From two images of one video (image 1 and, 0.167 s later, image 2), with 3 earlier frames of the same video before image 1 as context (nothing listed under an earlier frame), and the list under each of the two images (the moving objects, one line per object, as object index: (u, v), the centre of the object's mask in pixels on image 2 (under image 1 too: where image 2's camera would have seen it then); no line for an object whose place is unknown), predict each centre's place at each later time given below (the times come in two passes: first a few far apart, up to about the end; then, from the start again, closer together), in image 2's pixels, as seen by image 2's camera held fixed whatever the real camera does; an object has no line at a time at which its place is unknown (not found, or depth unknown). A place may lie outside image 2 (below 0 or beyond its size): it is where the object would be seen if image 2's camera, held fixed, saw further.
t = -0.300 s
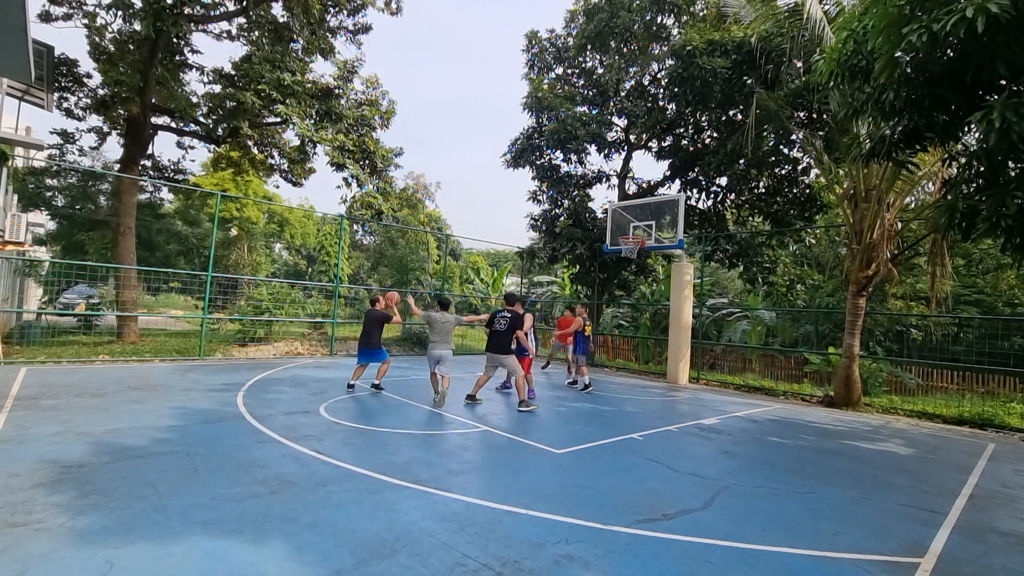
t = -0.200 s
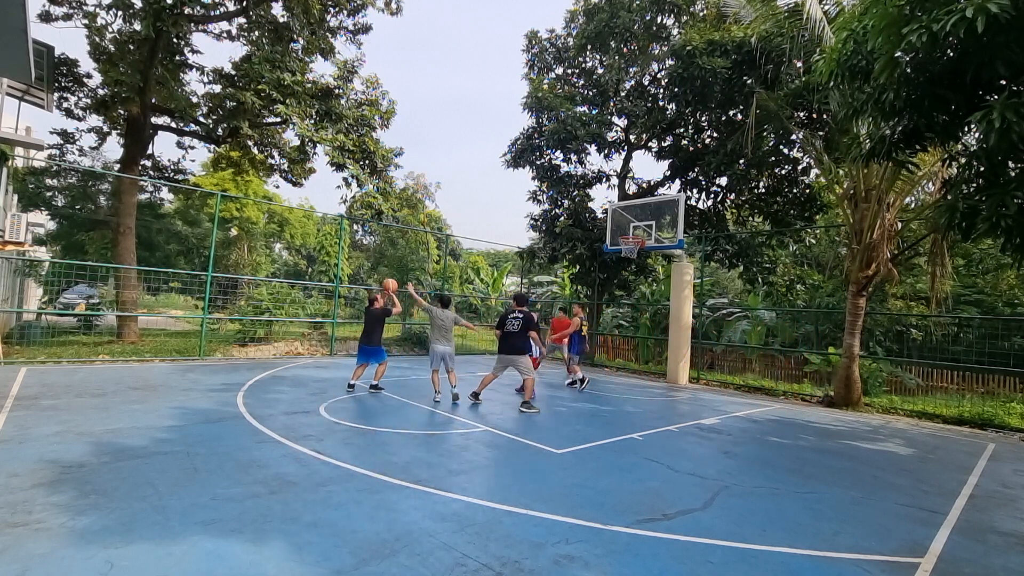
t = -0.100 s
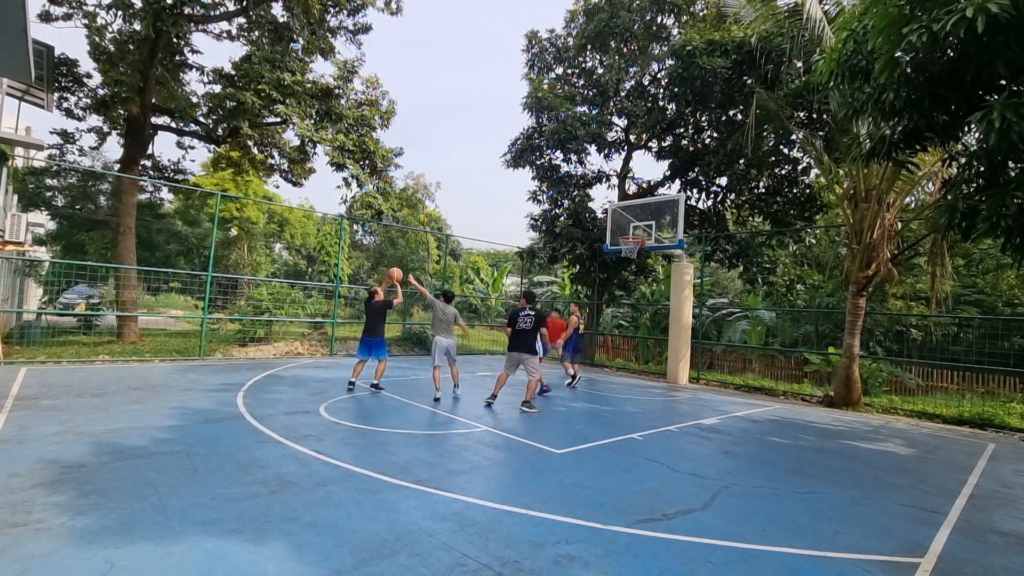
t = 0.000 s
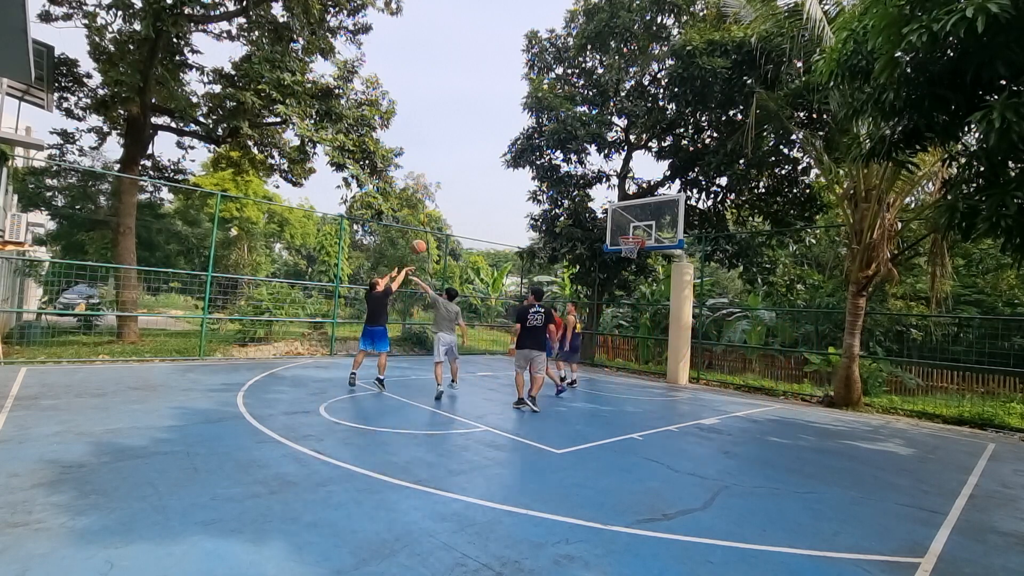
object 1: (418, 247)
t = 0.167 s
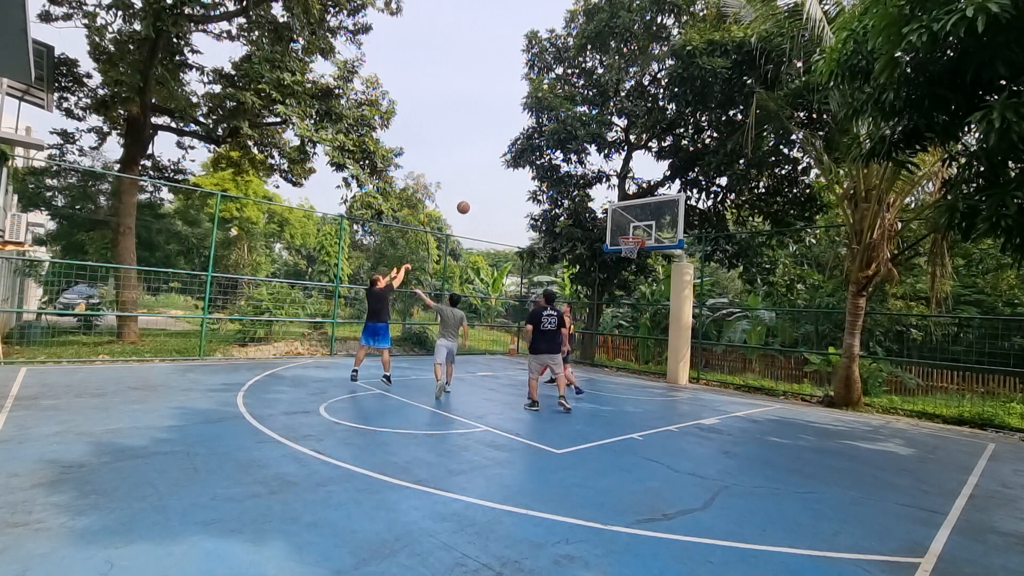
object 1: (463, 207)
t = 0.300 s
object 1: (495, 190)
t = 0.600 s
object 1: (556, 187)
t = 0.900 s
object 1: (604, 226)
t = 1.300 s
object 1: (656, 330)
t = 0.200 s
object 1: (471, 202)
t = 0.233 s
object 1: (480, 197)
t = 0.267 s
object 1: (487, 193)
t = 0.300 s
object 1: (495, 190)
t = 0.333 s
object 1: (502, 188)
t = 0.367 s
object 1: (509, 185)
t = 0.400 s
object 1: (516, 184)
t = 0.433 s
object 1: (523, 183)
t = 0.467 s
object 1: (530, 183)
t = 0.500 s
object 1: (537, 183)
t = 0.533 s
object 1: (543, 184)
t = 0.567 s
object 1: (550, 185)
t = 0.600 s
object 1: (556, 187)
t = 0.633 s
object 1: (562, 190)
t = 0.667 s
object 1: (567, 193)
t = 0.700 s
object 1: (573, 196)
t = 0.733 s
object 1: (579, 201)
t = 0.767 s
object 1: (584, 205)
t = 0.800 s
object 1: (589, 210)
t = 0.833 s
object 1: (595, 216)
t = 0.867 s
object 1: (600, 221)
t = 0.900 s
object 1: (604, 226)
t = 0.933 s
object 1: (609, 233)
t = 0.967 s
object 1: (614, 240)
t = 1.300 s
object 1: (656, 330)
